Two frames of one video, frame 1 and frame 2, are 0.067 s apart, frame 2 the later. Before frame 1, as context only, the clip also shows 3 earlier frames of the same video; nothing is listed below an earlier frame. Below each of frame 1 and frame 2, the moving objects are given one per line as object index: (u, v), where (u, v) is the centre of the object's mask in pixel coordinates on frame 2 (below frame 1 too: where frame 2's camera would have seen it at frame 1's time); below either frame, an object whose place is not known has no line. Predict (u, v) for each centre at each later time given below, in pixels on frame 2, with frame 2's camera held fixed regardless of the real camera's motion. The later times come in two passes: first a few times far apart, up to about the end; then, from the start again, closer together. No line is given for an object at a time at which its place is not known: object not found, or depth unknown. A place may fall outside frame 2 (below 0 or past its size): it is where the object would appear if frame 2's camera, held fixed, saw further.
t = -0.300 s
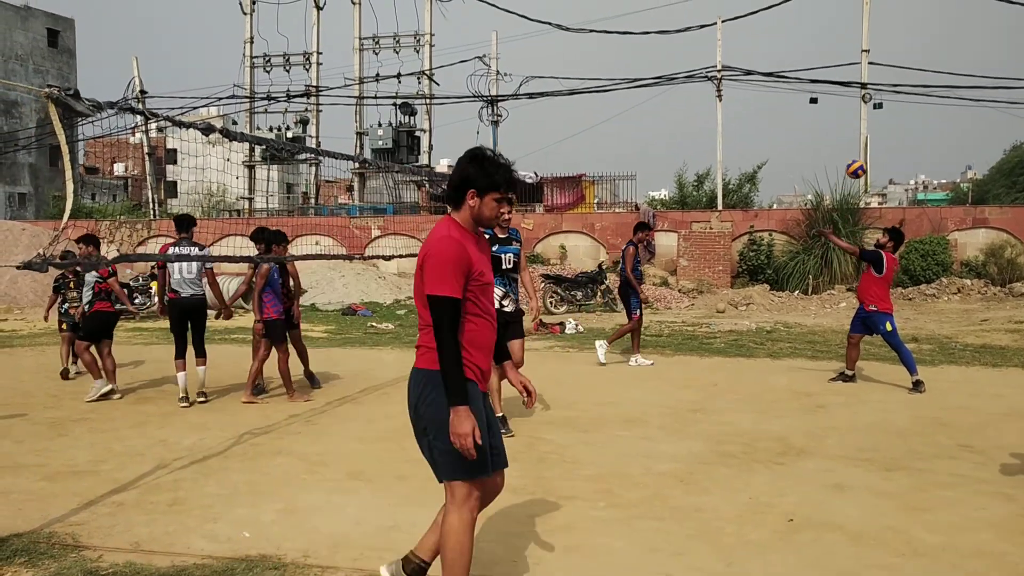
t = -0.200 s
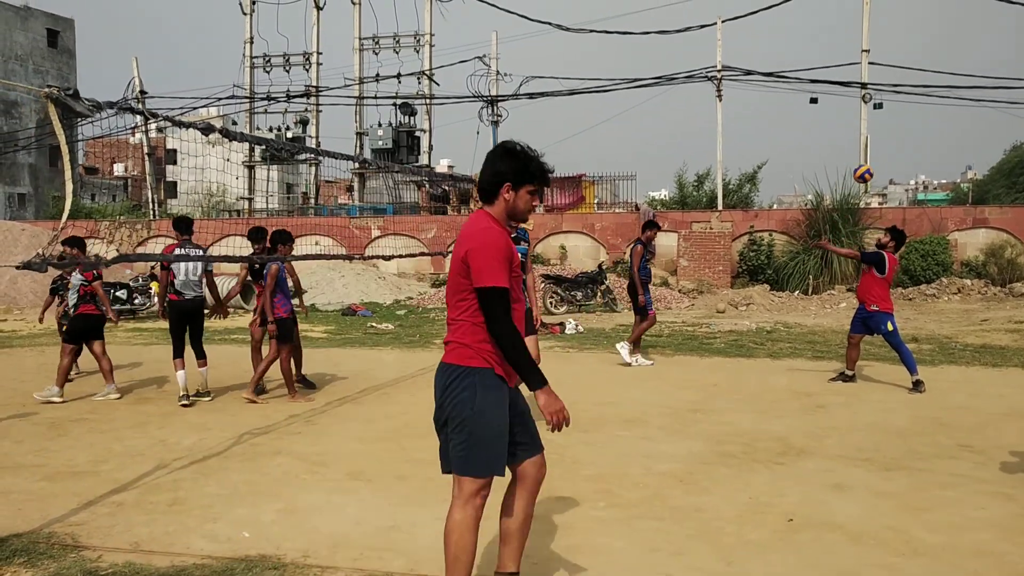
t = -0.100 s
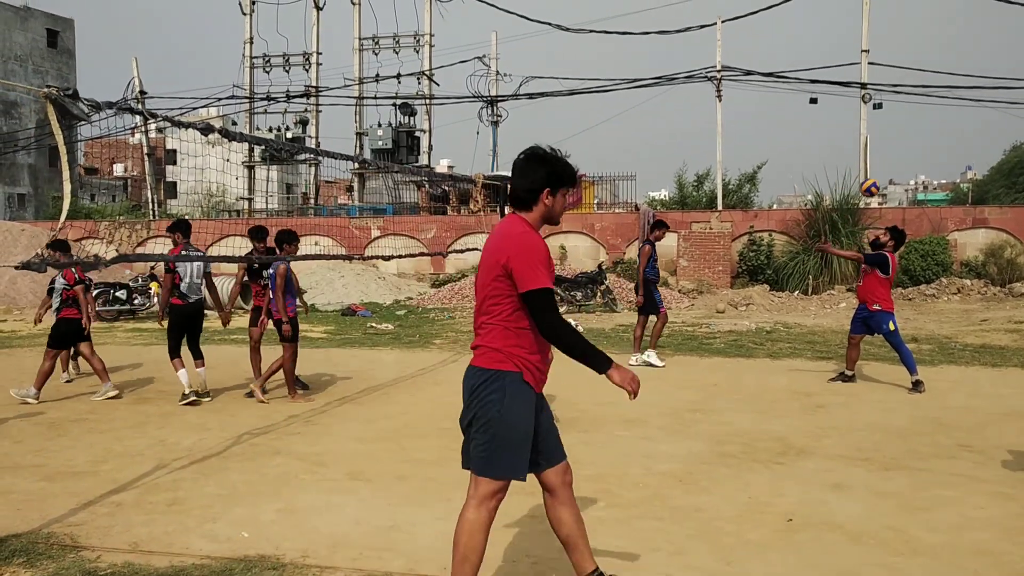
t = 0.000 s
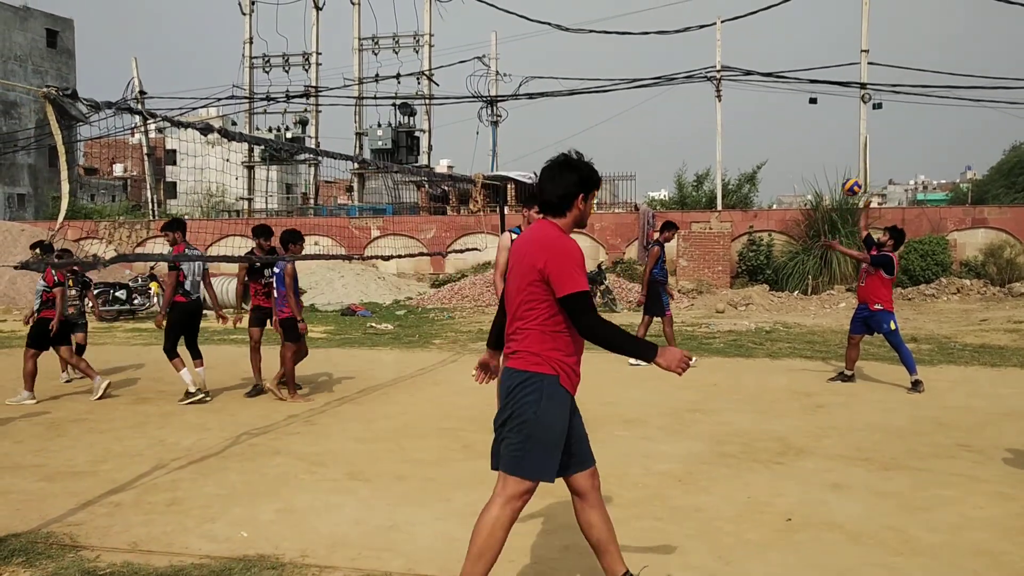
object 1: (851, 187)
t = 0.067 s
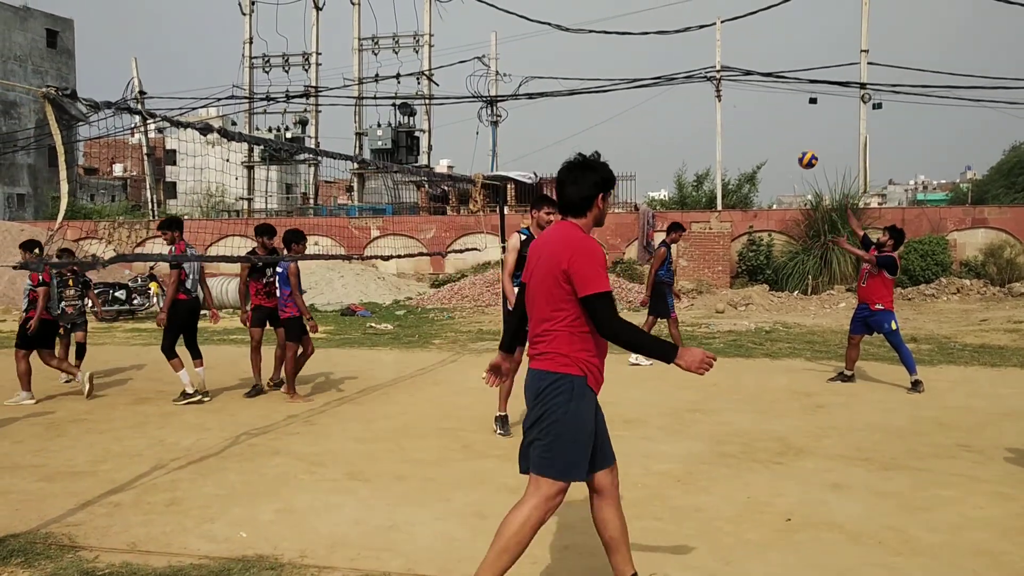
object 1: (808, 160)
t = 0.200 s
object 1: (724, 117)
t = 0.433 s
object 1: (587, 79)
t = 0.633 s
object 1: (478, 83)
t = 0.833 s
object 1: (378, 122)
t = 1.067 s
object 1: (270, 205)
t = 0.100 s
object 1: (786, 148)
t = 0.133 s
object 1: (765, 137)
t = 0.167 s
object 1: (744, 127)
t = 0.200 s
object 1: (724, 117)
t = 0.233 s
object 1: (704, 109)
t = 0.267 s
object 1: (684, 102)
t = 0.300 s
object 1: (664, 95)
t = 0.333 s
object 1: (645, 90)
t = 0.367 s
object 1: (625, 85)
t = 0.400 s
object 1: (606, 82)
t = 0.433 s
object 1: (587, 79)
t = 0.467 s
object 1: (569, 77)
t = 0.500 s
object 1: (551, 76)
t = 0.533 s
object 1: (532, 77)
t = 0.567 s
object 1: (513, 77)
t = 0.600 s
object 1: (496, 80)
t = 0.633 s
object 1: (478, 83)
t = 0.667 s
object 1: (461, 87)
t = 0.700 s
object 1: (444, 92)
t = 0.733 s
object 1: (427, 98)
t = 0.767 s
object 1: (409, 106)
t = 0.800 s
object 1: (394, 113)
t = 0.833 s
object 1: (378, 122)
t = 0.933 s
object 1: (333, 152)
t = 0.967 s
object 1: (316, 164)
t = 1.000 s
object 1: (300, 177)
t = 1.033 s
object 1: (285, 191)
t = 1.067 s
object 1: (270, 205)
